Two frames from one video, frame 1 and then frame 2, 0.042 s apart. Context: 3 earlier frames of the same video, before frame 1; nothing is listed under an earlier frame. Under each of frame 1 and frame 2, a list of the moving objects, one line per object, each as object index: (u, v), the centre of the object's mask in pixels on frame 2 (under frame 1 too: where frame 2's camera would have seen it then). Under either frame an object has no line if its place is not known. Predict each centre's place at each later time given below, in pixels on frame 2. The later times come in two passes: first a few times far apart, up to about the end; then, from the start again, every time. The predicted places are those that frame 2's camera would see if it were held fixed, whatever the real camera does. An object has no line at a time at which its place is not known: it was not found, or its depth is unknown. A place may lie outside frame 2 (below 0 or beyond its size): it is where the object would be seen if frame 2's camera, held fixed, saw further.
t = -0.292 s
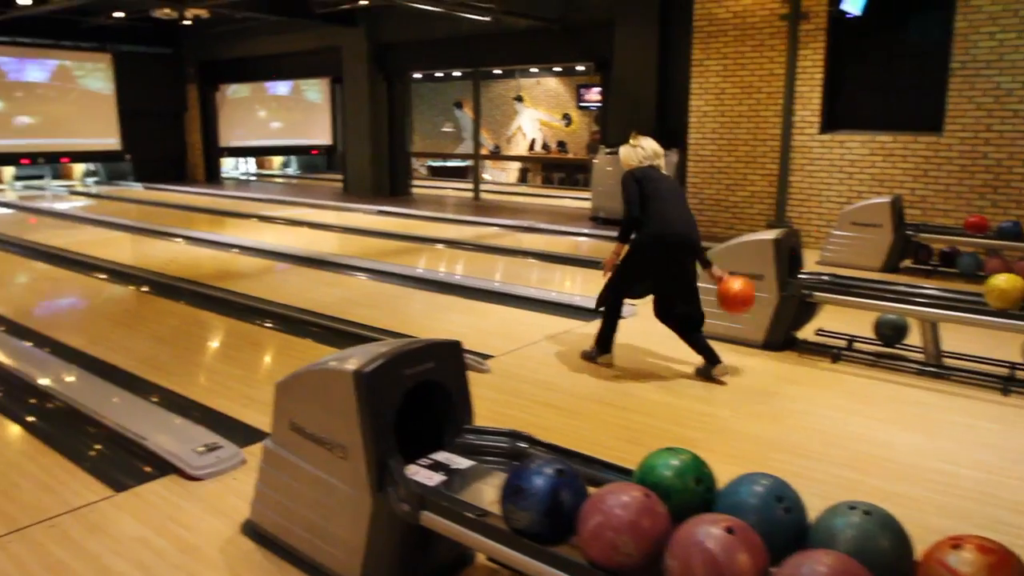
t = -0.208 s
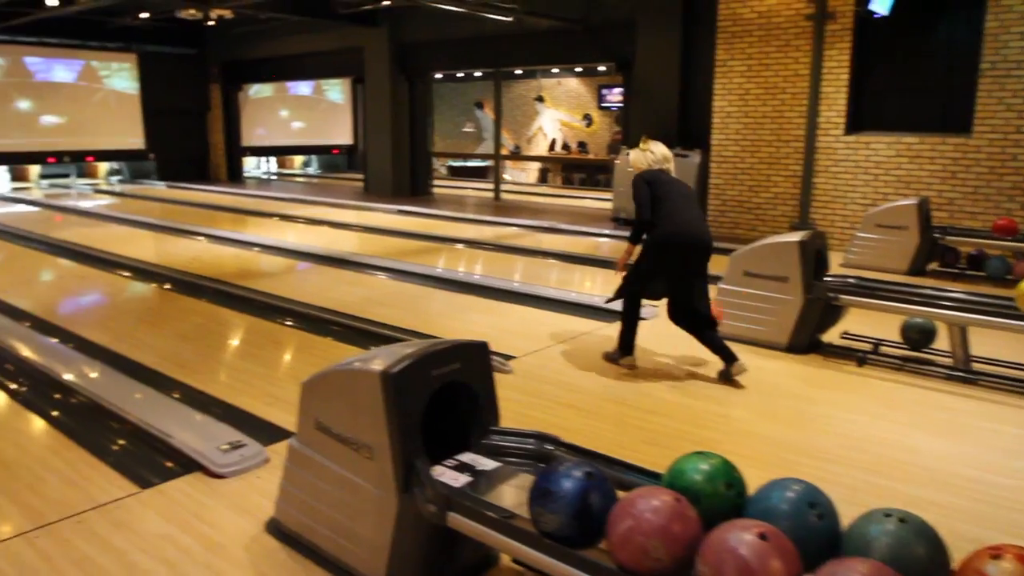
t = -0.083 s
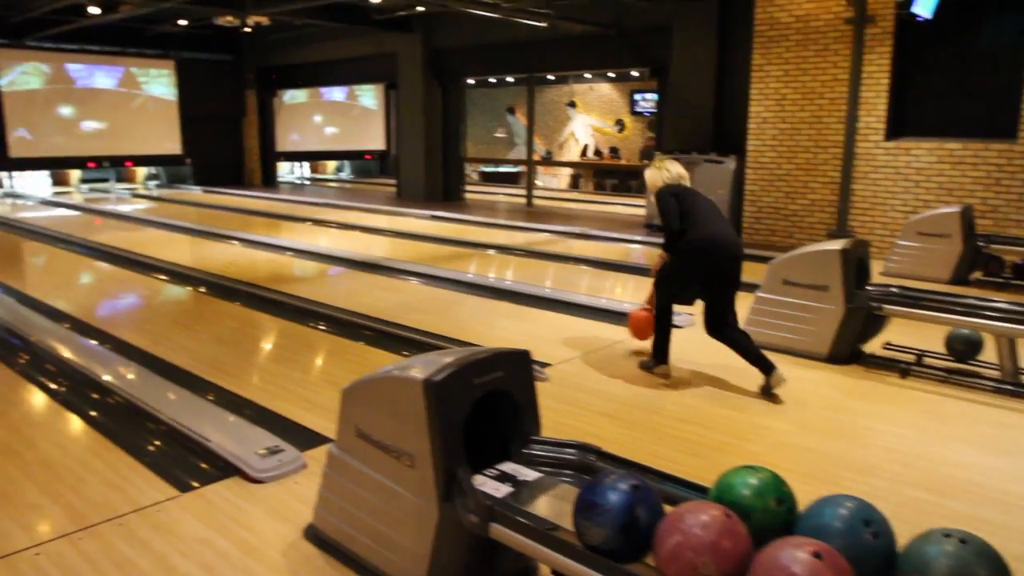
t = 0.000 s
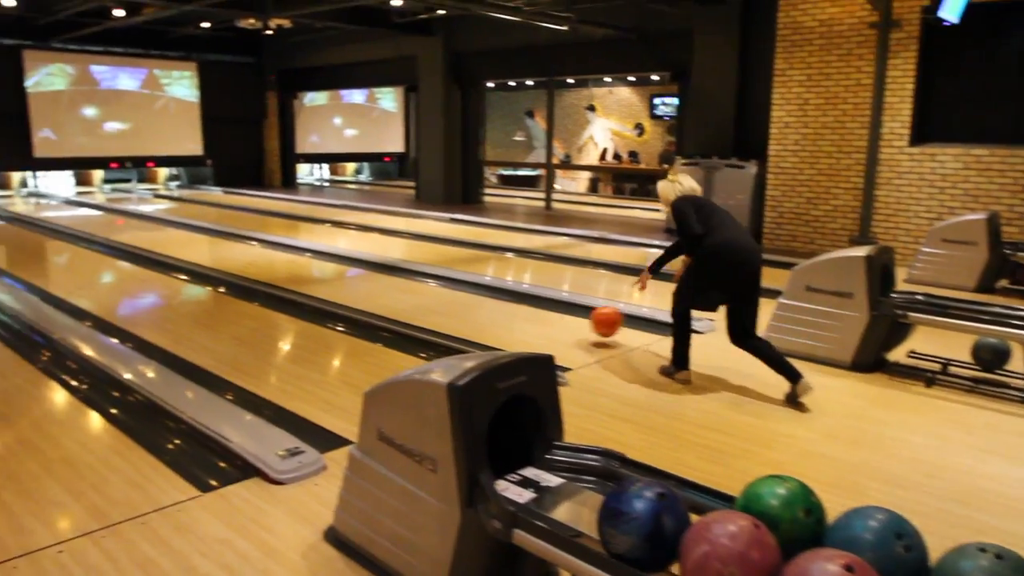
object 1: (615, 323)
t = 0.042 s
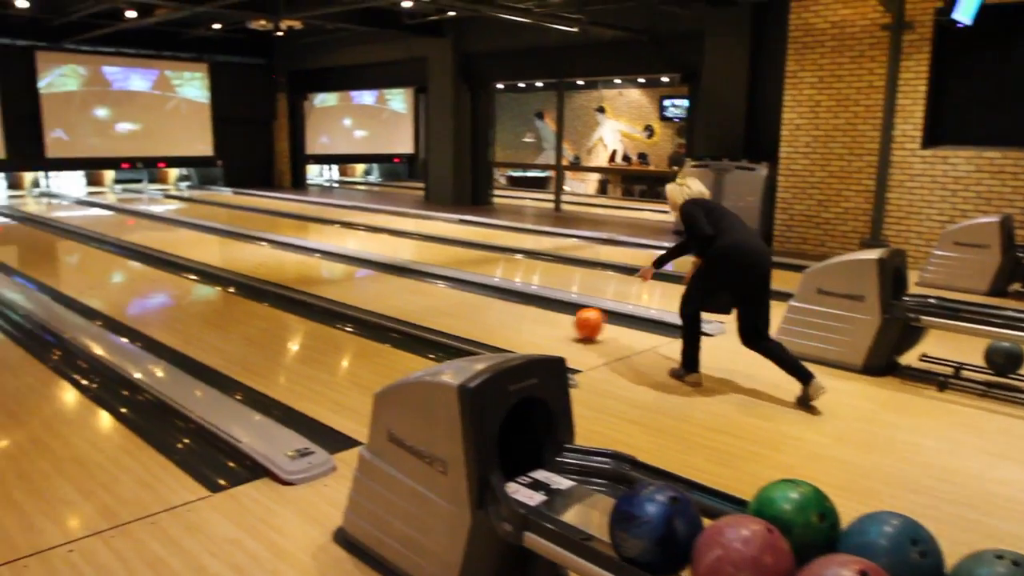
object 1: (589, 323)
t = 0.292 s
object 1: (457, 298)
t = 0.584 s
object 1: (346, 274)
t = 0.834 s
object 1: (275, 259)
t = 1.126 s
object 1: (211, 246)
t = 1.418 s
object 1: (160, 235)
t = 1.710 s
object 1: (119, 227)
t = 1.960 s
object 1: (89, 221)
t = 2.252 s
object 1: (60, 215)
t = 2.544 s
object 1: (32, 211)
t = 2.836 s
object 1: (17, 207)
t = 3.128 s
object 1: (3, 203)
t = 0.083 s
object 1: (563, 319)
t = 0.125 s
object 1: (540, 314)
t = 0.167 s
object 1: (518, 309)
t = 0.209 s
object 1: (496, 306)
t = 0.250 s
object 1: (476, 301)
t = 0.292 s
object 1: (457, 298)
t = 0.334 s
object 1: (439, 294)
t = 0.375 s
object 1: (422, 290)
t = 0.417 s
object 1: (405, 286)
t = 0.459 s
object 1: (389, 283)
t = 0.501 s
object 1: (375, 280)
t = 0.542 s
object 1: (360, 277)
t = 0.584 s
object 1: (346, 274)
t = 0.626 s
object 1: (333, 271)
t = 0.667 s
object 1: (320, 269)
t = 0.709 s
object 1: (308, 266)
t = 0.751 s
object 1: (297, 264)
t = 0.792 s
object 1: (285, 262)
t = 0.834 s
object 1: (275, 259)
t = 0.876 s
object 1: (265, 257)
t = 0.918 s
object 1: (255, 255)
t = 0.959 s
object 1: (245, 253)
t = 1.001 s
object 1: (236, 252)
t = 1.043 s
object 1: (228, 249)
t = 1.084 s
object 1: (219, 247)
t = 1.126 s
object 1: (211, 246)
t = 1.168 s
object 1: (202, 244)
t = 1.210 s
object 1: (195, 242)
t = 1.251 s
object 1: (187, 241)
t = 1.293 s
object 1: (180, 239)
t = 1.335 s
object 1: (173, 238)
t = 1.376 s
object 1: (167, 236)
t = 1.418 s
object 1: (160, 235)
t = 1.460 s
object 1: (153, 234)
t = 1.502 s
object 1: (147, 233)
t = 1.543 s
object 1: (141, 231)
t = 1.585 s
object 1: (135, 230)
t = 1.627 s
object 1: (130, 229)
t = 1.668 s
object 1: (124, 228)
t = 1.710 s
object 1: (119, 227)
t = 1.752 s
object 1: (113, 226)
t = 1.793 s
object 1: (108, 225)
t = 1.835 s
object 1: (103, 224)
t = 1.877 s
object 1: (98, 223)
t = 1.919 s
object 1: (94, 222)
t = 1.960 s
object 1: (89, 221)
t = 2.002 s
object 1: (85, 220)
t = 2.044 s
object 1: (80, 219)
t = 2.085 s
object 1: (76, 218)
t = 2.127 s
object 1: (72, 218)
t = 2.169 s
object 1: (68, 217)
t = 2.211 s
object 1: (64, 216)
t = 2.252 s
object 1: (60, 215)
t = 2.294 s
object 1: (56, 214)
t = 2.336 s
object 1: (53, 213)
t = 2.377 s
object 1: (49, 213)
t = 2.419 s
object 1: (45, 212)
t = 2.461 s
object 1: (41, 212)
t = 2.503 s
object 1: (37, 211)
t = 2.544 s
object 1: (32, 211)
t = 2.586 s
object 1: (30, 210)
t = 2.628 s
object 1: (28, 210)
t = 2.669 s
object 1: (26, 209)
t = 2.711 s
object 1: (23, 209)
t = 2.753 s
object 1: (20, 208)
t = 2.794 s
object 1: (18, 207)
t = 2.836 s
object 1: (17, 207)
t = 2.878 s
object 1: (14, 206)
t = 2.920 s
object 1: (13, 205)
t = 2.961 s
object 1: (11, 205)
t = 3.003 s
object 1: (10, 204)
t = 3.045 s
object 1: (7, 204)
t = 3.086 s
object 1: (4, 203)
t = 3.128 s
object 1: (3, 203)
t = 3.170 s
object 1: (3, 202)
